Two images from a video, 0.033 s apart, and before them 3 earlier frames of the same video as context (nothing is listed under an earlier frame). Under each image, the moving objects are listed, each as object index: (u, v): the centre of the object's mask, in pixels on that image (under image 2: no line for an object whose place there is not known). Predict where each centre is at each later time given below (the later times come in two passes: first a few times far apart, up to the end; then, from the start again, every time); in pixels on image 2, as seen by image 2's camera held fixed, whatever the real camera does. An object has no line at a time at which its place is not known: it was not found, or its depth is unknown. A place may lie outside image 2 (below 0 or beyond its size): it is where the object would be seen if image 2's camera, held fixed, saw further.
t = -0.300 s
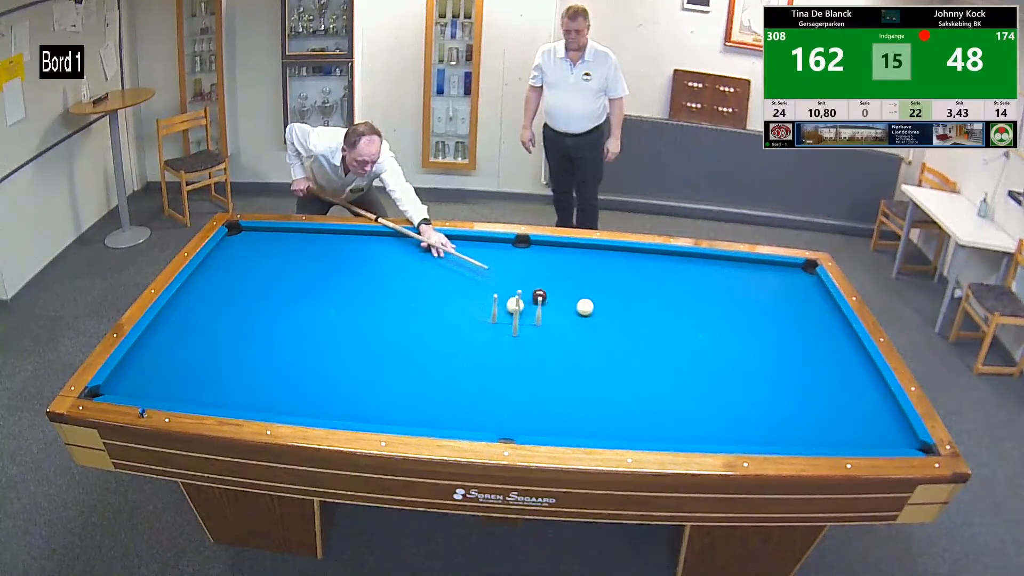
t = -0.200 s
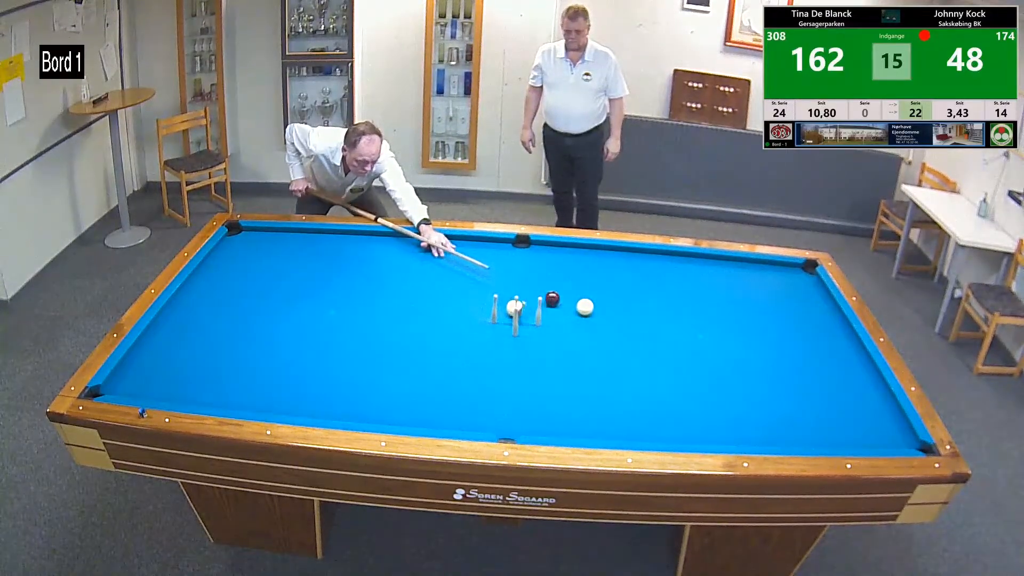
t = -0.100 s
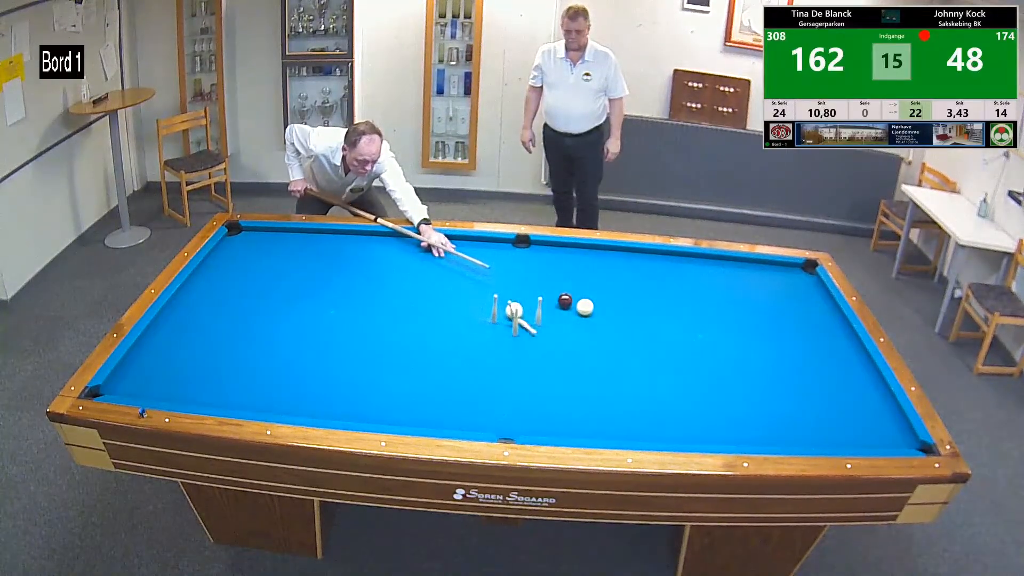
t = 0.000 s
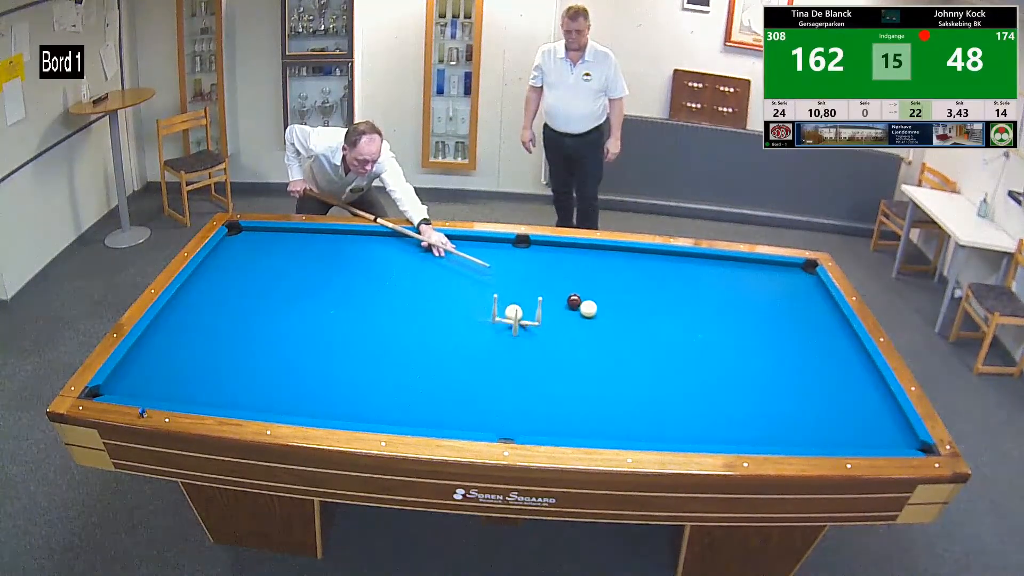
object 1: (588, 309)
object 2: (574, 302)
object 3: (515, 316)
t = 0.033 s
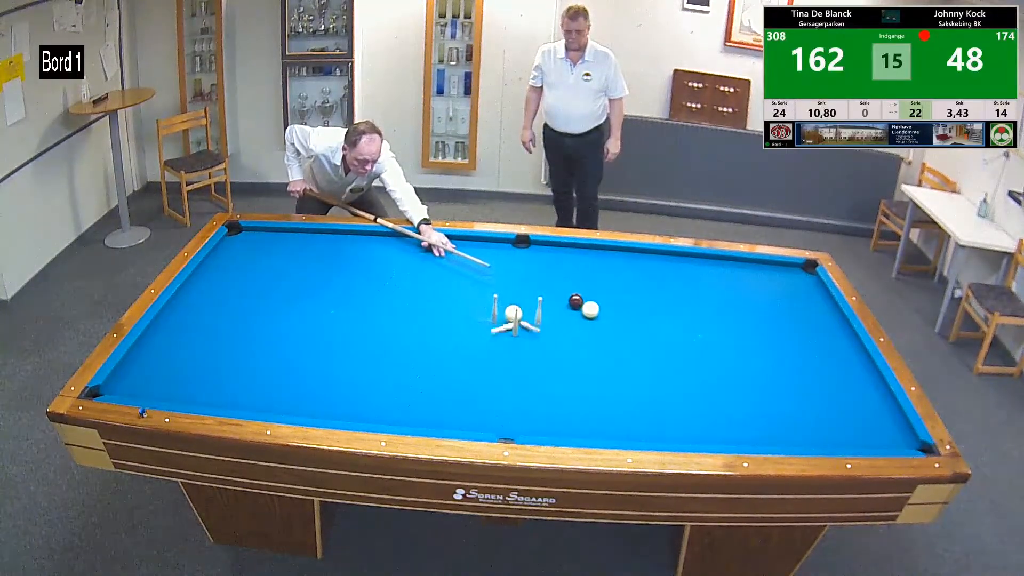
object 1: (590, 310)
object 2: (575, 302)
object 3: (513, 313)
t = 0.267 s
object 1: (604, 316)
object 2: (587, 299)
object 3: (512, 317)
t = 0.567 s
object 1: (621, 324)
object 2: (602, 297)
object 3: (510, 323)
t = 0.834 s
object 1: (636, 331)
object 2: (613, 295)
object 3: (508, 325)
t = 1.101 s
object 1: (650, 338)
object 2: (623, 293)
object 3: (506, 326)
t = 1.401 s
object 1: (665, 345)
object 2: (634, 291)
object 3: (504, 327)
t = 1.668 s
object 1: (678, 351)
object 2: (643, 290)
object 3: (503, 327)
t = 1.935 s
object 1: (690, 357)
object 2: (650, 288)
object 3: (503, 327)
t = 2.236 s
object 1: (703, 363)
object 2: (658, 287)
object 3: (503, 327)
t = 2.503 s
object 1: (714, 369)
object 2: (664, 286)
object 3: (503, 327)
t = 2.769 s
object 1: (725, 373)
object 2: (670, 285)
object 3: (503, 327)
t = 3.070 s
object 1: (735, 379)
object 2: (675, 284)
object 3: (503, 327)
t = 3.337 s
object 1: (744, 383)
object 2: (679, 283)
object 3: (503, 327)
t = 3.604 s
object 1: (752, 387)
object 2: (683, 283)
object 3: (503, 327)
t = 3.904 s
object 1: (760, 391)
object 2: (686, 282)
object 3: (503, 327)
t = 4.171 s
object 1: (766, 394)
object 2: (689, 282)
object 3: (503, 327)
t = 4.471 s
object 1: (773, 398)
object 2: (691, 281)
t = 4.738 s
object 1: (777, 400)
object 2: (692, 281)
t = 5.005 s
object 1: (781, 402)
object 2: (692, 281)
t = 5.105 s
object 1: (782, 403)
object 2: (693, 281)
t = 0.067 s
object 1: (592, 311)
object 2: (577, 301)
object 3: (513, 313)
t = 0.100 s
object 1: (594, 312)
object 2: (579, 301)
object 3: (515, 320)
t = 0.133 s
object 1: (596, 312)
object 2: (581, 301)
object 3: (514, 320)
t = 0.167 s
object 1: (598, 314)
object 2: (582, 300)
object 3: (512, 315)
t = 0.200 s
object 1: (600, 314)
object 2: (584, 300)
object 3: (513, 316)
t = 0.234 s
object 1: (602, 315)
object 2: (586, 300)
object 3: (512, 317)
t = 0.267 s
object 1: (604, 316)
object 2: (587, 299)
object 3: (512, 317)
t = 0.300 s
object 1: (606, 317)
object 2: (589, 299)
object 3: (512, 318)
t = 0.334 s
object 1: (608, 318)
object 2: (590, 299)
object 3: (512, 318)
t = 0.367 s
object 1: (610, 319)
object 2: (592, 299)
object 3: (512, 319)
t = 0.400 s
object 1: (612, 320)
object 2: (594, 298)
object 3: (510, 320)
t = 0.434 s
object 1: (614, 321)
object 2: (595, 298)
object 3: (510, 321)
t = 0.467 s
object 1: (616, 321)
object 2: (597, 298)
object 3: (510, 321)
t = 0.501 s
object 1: (617, 322)
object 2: (599, 298)
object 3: (510, 322)
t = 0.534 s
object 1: (619, 323)
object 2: (600, 297)
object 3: (511, 321)
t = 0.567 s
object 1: (621, 324)
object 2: (602, 297)
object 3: (510, 323)
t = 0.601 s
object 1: (623, 325)
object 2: (603, 297)
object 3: (510, 324)
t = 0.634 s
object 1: (625, 326)
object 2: (604, 296)
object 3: (510, 324)
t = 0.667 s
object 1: (627, 327)
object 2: (606, 296)
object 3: (510, 324)
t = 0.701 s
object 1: (629, 328)
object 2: (607, 296)
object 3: (509, 324)
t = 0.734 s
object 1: (630, 329)
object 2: (609, 296)
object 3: (509, 325)
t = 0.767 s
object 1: (632, 329)
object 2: (610, 295)
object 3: (509, 325)
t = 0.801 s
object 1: (634, 330)
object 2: (612, 295)
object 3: (508, 325)
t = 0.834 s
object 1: (636, 331)
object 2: (613, 295)
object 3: (508, 325)
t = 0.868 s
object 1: (638, 332)
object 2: (614, 295)
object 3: (508, 326)
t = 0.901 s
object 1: (639, 333)
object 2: (616, 294)
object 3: (507, 326)
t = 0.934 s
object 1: (641, 334)
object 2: (617, 294)
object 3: (507, 326)
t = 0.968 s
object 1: (643, 334)
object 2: (618, 294)
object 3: (507, 326)
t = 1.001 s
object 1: (644, 335)
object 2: (620, 294)
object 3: (506, 326)
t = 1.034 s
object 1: (646, 336)
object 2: (621, 293)
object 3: (506, 326)
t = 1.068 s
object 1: (648, 337)
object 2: (622, 293)
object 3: (506, 326)
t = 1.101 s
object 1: (650, 338)
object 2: (623, 293)
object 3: (506, 326)
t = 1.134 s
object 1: (651, 339)
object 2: (625, 293)
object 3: (505, 326)
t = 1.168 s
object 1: (653, 339)
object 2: (626, 293)
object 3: (505, 326)
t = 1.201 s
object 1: (655, 340)
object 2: (627, 292)
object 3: (505, 326)
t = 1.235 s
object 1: (657, 341)
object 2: (628, 292)
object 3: (505, 326)
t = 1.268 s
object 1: (658, 342)
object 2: (629, 292)
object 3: (504, 327)
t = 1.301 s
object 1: (660, 342)
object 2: (631, 292)
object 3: (504, 327)
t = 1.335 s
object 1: (662, 343)
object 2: (632, 292)
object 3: (504, 327)
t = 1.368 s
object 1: (663, 344)
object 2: (633, 291)
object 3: (504, 327)
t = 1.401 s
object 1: (665, 345)
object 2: (634, 291)
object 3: (504, 327)
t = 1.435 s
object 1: (667, 346)
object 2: (635, 291)
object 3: (504, 327)
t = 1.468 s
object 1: (668, 346)
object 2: (636, 291)
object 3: (504, 327)
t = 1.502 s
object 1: (670, 347)
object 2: (637, 291)
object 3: (503, 327)
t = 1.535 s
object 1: (671, 348)
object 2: (638, 290)
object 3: (503, 327)
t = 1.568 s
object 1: (673, 349)
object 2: (639, 290)
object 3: (503, 327)
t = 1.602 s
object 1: (675, 350)
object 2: (640, 290)
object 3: (503, 327)
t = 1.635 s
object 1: (676, 350)
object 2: (641, 290)
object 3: (503, 327)
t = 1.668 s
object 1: (678, 351)
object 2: (643, 290)
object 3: (503, 327)
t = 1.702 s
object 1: (680, 352)
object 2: (644, 289)
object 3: (503, 327)
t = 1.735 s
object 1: (681, 353)
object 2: (644, 289)
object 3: (503, 327)
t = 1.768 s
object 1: (683, 353)
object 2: (645, 289)
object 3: (503, 327)
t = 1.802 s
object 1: (684, 354)
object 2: (646, 289)
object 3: (503, 327)
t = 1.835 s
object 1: (686, 355)
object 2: (647, 289)
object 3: (503, 327)
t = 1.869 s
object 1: (687, 355)
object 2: (648, 289)
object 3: (503, 327)
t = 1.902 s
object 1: (689, 356)
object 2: (649, 289)
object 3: (503, 327)
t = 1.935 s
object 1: (690, 357)
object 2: (650, 288)
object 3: (503, 327)
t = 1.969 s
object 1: (692, 358)
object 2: (651, 288)
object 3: (503, 327)
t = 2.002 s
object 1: (693, 358)
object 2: (652, 288)
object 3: (503, 327)
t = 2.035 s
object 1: (695, 359)
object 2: (653, 288)
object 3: (503, 327)
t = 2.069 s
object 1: (696, 360)
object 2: (654, 288)
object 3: (503, 327)
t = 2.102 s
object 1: (698, 360)
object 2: (655, 288)
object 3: (503, 327)
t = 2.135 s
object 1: (699, 361)
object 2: (656, 287)
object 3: (503, 327)
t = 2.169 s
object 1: (701, 362)
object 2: (657, 287)
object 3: (503, 327)
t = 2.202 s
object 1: (702, 362)
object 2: (658, 287)
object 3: (503, 327)
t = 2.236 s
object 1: (703, 363)
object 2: (658, 287)
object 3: (503, 327)
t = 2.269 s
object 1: (705, 364)
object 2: (659, 287)
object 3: (503, 327)
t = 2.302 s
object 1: (706, 365)
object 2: (660, 287)
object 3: (503, 327)
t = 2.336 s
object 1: (707, 365)
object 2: (661, 287)
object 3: (503, 327)
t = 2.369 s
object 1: (709, 366)
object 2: (661, 286)
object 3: (503, 327)
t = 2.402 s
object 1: (710, 367)
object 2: (662, 286)
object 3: (503, 327)
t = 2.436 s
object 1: (711, 367)
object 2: (663, 286)
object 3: (503, 327)
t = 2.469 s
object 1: (713, 368)
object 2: (664, 286)
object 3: (503, 327)
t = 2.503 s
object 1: (714, 369)
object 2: (664, 286)
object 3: (503, 327)
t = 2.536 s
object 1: (716, 369)
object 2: (665, 286)
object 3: (503, 327)
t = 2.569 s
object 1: (717, 370)
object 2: (666, 286)
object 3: (503, 327)
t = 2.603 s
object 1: (718, 370)
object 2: (667, 286)
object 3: (503, 327)
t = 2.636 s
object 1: (719, 371)
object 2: (667, 285)
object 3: (503, 327)
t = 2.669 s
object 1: (721, 372)
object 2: (668, 285)
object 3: (503, 327)
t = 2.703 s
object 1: (722, 372)
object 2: (669, 285)
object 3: (503, 327)
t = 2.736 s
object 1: (723, 373)
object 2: (669, 285)
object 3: (503, 327)
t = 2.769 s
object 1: (725, 373)
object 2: (670, 285)
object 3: (503, 327)
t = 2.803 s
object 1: (726, 374)
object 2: (671, 285)
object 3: (503, 327)
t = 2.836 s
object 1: (727, 375)
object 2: (671, 285)
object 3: (503, 327)
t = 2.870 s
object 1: (728, 375)
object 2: (672, 285)
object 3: (503, 327)
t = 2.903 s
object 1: (729, 376)
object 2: (673, 285)
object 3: (503, 327)
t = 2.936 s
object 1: (731, 376)
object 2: (673, 285)
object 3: (503, 327)
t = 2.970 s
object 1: (732, 377)
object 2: (674, 284)
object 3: (503, 327)
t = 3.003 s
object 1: (733, 377)
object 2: (674, 284)
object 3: (503, 327)
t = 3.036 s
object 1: (734, 378)
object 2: (675, 284)
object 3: (503, 327)
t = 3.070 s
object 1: (735, 379)
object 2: (675, 284)
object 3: (503, 327)
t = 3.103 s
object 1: (736, 379)
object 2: (676, 284)
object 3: (503, 327)
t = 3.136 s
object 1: (737, 380)
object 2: (677, 284)
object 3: (503, 327)
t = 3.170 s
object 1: (739, 380)
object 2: (677, 284)
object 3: (503, 327)
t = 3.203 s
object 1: (740, 381)
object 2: (677, 284)
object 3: (503, 327)
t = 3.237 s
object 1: (741, 381)
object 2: (678, 284)
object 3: (503, 327)
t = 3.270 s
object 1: (742, 382)
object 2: (678, 284)
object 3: (503, 327)
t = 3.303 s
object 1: (743, 382)
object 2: (679, 283)
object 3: (503, 327)
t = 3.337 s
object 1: (744, 383)
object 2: (679, 283)
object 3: (503, 327)
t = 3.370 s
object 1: (745, 384)
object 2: (680, 283)
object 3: (503, 327)
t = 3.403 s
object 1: (746, 384)
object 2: (680, 283)
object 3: (503, 327)
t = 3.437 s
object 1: (747, 385)
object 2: (681, 283)
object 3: (503, 327)
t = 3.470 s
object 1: (748, 385)
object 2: (681, 283)
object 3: (503, 327)
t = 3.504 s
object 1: (749, 386)
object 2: (682, 283)
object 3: (503, 327)
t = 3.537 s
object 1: (750, 386)
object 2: (682, 283)
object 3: (503, 327)
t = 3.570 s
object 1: (751, 387)
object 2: (683, 282)
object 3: (503, 327)
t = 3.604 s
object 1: (752, 387)
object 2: (683, 283)
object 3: (503, 327)
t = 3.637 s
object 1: (753, 388)
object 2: (683, 283)
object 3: (503, 327)
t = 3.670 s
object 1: (754, 388)
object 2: (684, 282)
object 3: (503, 327)
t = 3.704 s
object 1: (755, 388)
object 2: (684, 282)
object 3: (503, 327)
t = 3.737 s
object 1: (756, 389)
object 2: (684, 282)
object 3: (503, 327)
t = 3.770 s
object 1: (756, 389)
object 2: (685, 282)
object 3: (503, 327)
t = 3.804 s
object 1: (757, 390)
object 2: (685, 282)
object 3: (503, 327)
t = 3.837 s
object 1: (758, 390)
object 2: (686, 282)
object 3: (503, 327)
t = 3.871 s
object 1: (759, 391)
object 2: (686, 282)
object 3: (503, 327)
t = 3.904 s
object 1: (760, 391)
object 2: (686, 282)
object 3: (503, 327)
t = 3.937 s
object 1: (761, 392)
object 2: (687, 282)
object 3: (503, 327)
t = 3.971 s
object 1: (762, 392)
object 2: (687, 282)
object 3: (503, 327)
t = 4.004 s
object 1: (762, 392)
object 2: (687, 282)
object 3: (503, 327)
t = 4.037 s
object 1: (763, 393)
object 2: (688, 282)
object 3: (503, 327)
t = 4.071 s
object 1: (764, 393)
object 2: (688, 282)
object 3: (503, 327)
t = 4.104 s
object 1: (765, 394)
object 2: (688, 282)
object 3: (503, 327)
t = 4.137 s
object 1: (766, 394)
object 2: (688, 282)
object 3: (503, 327)
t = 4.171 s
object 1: (766, 394)
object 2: (689, 282)
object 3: (503, 327)
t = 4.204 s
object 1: (767, 395)
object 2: (689, 282)
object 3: (503, 327)
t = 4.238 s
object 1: (768, 395)
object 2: (689, 282)
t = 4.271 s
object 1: (768, 395)
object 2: (690, 282)
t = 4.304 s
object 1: (769, 396)
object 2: (690, 282)
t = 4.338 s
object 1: (770, 396)
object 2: (690, 281)
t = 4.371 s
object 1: (771, 397)
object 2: (690, 281)
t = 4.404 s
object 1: (771, 397)
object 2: (690, 281)
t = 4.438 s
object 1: (772, 397)
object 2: (691, 281)
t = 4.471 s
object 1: (773, 398)
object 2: (691, 281)
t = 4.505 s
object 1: (773, 398)
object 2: (691, 281)
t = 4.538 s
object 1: (774, 398)
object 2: (691, 281)
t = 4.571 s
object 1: (775, 399)
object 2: (691, 281)
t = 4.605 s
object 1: (775, 399)
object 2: (691, 281)
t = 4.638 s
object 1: (776, 399)
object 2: (692, 281)
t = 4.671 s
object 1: (776, 399)
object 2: (692, 281)
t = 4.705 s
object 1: (777, 400)
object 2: (692, 281)
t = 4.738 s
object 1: (777, 400)
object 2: (692, 281)
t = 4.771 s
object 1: (778, 400)
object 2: (692, 281)
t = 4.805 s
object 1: (778, 401)
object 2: (692, 281)
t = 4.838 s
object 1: (779, 401)
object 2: (692, 281)
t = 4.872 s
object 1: (779, 401)
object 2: (692, 281)
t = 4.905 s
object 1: (780, 401)
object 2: (692, 281)
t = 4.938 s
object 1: (780, 402)
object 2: (693, 281)
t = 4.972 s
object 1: (781, 402)
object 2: (692, 281)
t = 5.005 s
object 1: (781, 402)
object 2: (692, 281)
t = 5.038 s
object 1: (782, 402)
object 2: (693, 281)
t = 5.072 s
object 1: (782, 403)
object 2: (693, 281)
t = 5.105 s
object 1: (782, 403)
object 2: (693, 281)
